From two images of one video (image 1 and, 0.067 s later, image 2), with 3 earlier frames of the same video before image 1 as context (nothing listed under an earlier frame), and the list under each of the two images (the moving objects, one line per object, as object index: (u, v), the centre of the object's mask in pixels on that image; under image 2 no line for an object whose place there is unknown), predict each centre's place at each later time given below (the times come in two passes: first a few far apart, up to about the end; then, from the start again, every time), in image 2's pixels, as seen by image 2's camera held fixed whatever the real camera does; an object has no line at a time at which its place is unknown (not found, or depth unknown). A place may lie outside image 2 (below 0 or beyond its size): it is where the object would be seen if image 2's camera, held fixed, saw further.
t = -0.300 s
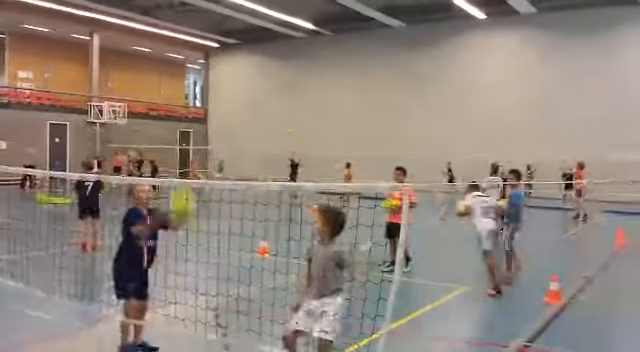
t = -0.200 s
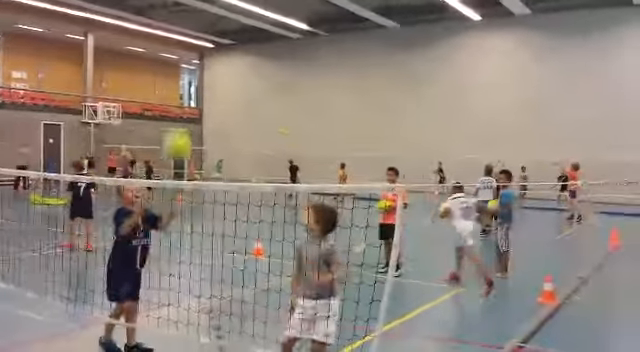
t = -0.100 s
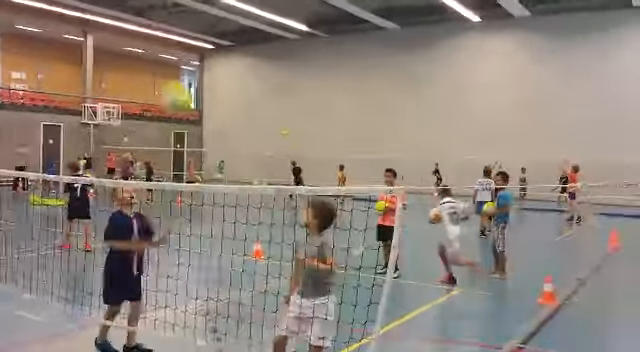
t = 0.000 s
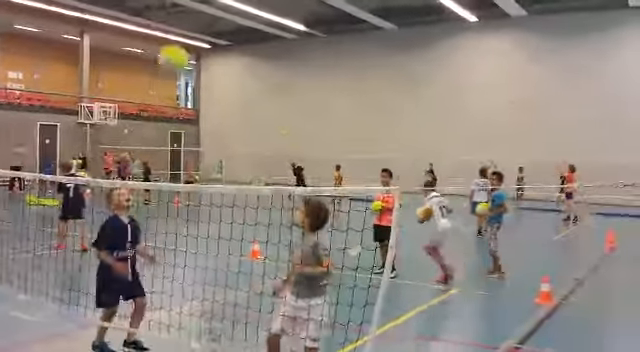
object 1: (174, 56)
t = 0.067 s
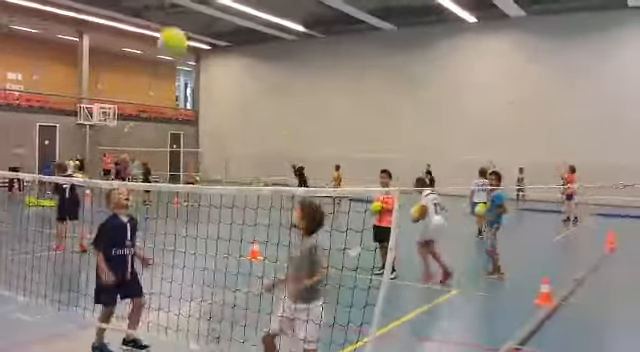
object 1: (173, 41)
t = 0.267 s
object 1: (171, 20)
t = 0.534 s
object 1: (169, 70)
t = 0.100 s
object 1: (172, 36)
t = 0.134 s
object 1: (172, 31)
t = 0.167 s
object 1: (172, 23)
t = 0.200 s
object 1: (172, 21)
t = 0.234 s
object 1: (171, 20)
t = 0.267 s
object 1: (171, 20)
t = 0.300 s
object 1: (171, 20)
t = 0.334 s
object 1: (171, 23)
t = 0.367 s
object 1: (170, 28)
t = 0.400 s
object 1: (170, 34)
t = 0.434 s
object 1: (170, 40)
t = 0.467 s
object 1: (170, 49)
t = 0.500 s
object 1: (170, 57)
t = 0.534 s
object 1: (169, 70)
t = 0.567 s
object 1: (170, 83)
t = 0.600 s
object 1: (169, 100)
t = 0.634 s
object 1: (170, 116)
